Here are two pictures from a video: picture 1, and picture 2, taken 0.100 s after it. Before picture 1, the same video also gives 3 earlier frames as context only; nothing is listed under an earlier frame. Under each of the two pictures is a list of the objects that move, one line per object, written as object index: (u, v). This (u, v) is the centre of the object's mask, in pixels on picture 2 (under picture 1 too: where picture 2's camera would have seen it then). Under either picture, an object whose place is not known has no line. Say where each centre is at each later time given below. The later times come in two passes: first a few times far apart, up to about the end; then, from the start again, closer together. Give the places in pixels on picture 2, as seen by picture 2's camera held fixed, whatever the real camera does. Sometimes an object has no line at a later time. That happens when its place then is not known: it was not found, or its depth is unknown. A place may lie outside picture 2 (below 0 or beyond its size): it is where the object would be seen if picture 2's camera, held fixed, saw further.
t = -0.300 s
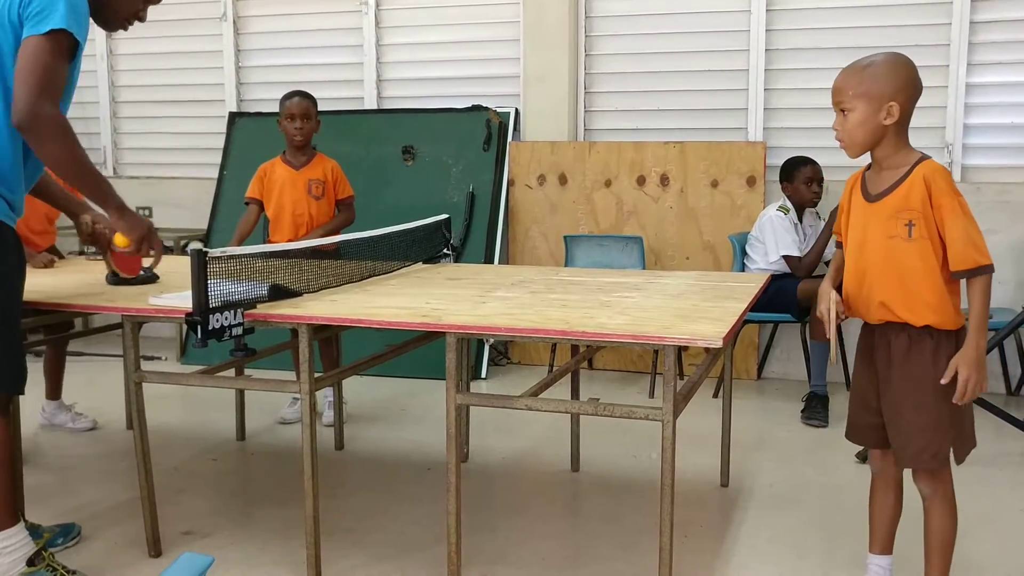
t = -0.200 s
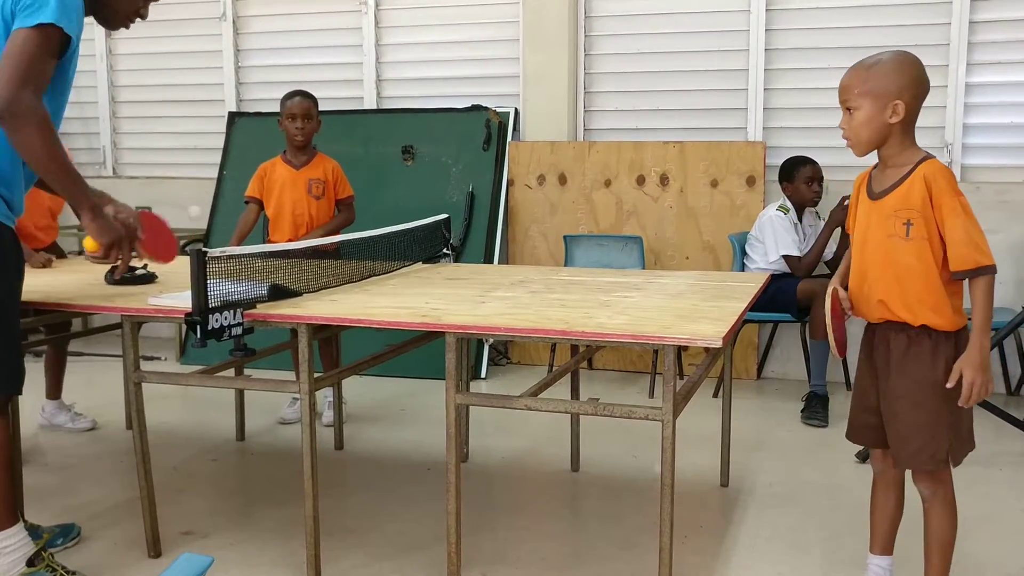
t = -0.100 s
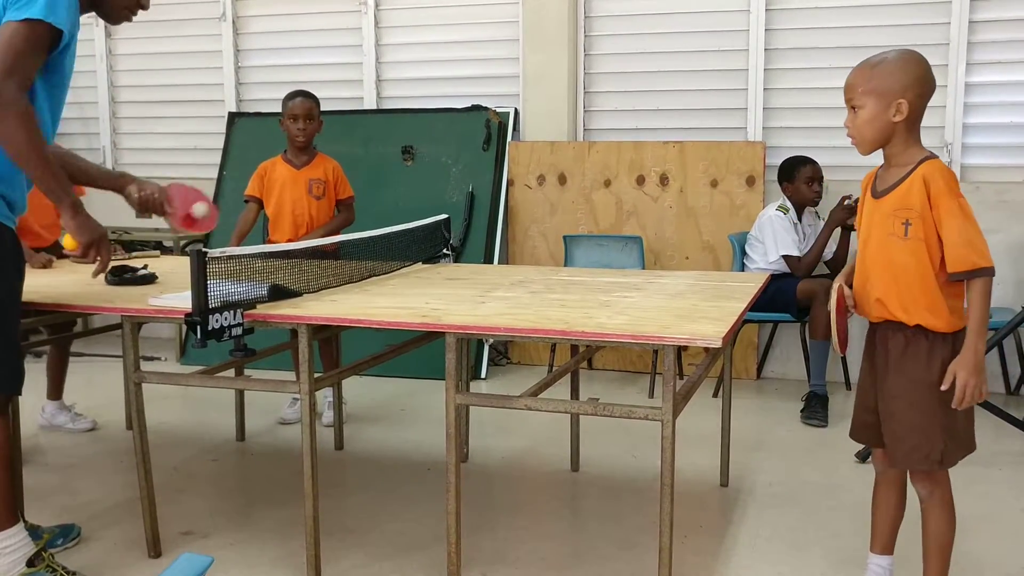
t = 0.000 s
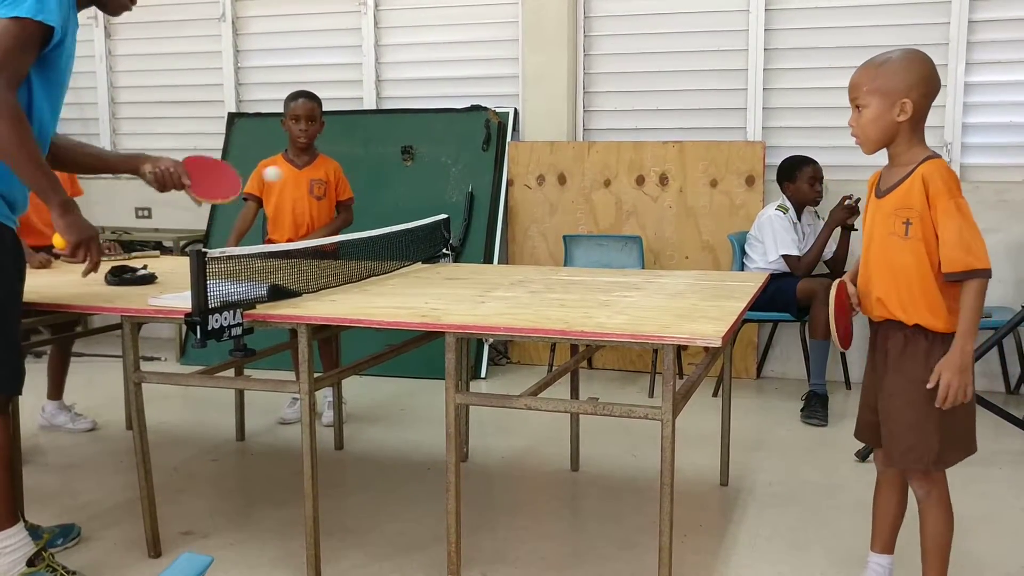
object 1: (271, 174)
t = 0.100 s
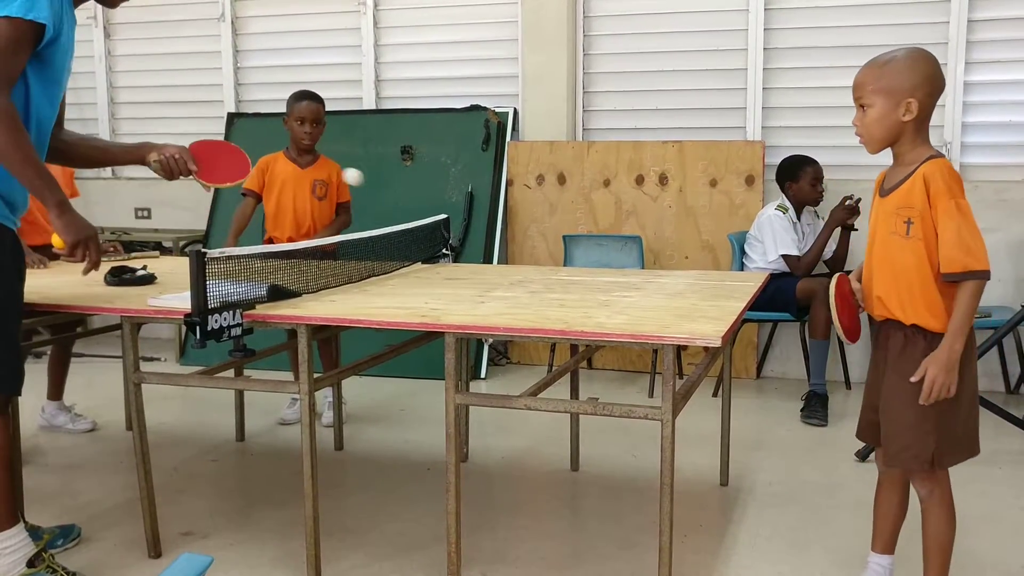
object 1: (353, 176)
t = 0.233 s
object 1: (470, 250)
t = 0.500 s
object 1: (655, 204)
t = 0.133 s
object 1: (381, 187)
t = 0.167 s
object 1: (411, 203)
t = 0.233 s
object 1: (470, 250)
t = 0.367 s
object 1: (569, 249)
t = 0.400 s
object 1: (590, 231)
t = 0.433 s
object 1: (611, 217)
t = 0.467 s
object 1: (633, 209)
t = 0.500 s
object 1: (655, 204)
